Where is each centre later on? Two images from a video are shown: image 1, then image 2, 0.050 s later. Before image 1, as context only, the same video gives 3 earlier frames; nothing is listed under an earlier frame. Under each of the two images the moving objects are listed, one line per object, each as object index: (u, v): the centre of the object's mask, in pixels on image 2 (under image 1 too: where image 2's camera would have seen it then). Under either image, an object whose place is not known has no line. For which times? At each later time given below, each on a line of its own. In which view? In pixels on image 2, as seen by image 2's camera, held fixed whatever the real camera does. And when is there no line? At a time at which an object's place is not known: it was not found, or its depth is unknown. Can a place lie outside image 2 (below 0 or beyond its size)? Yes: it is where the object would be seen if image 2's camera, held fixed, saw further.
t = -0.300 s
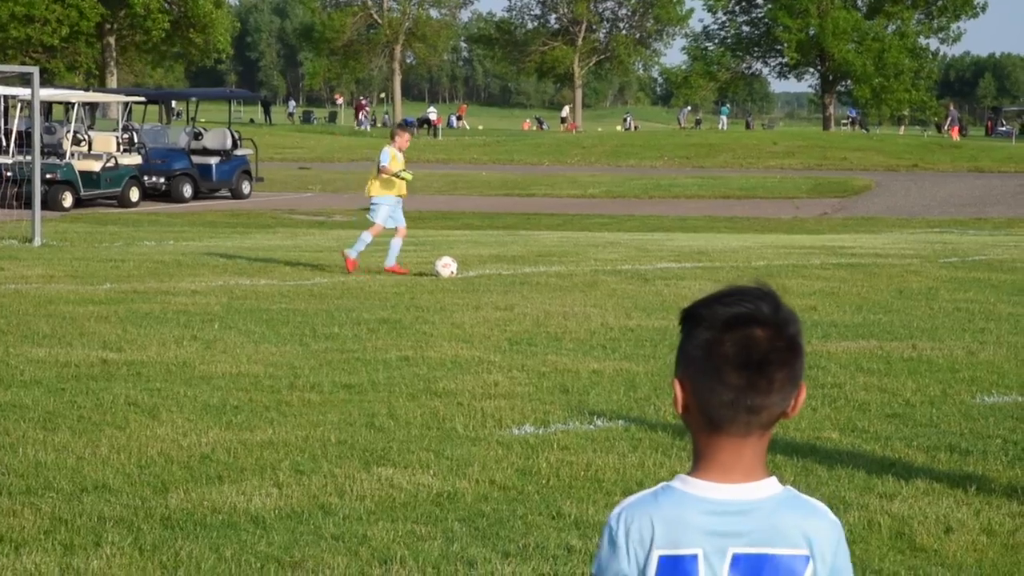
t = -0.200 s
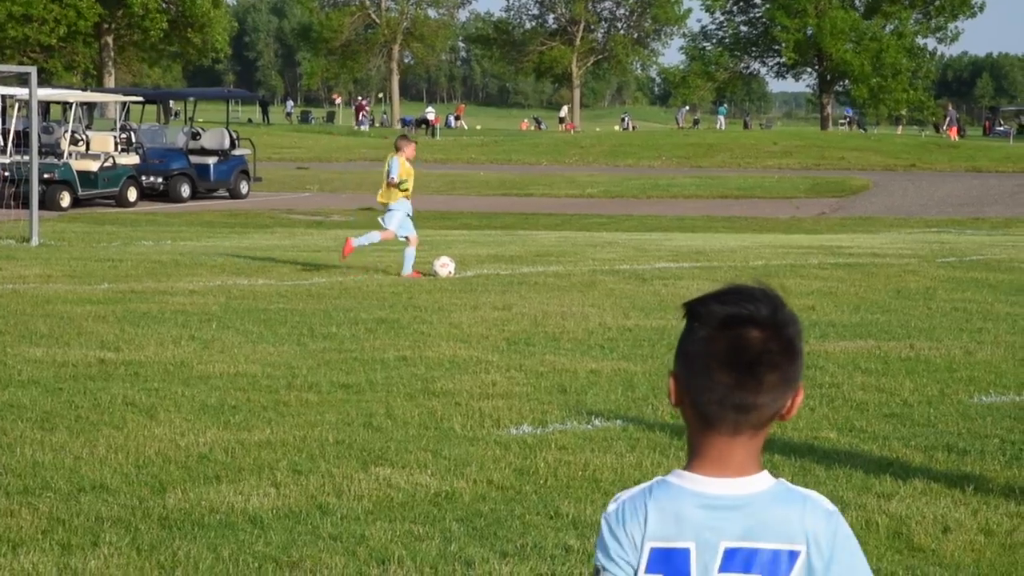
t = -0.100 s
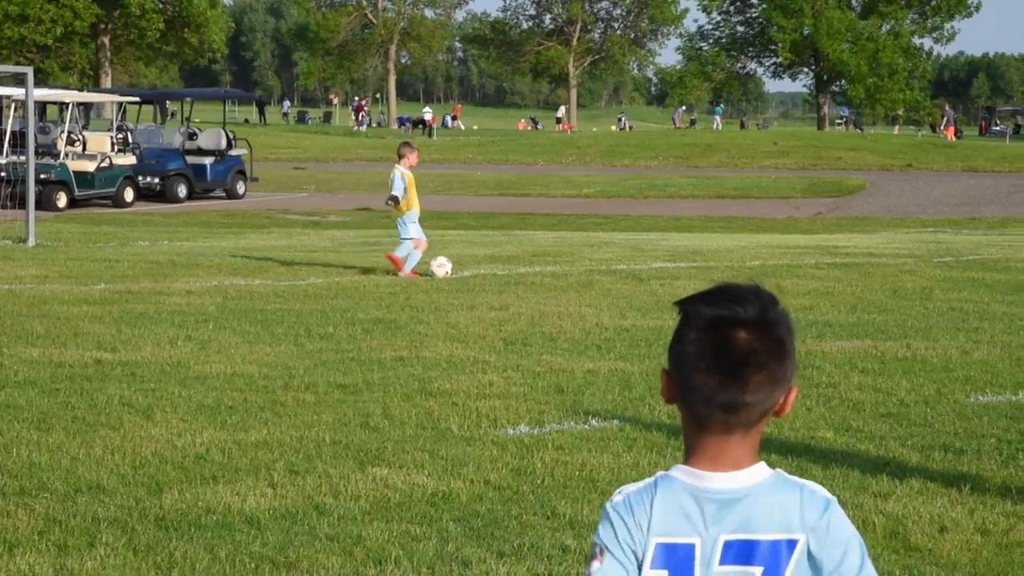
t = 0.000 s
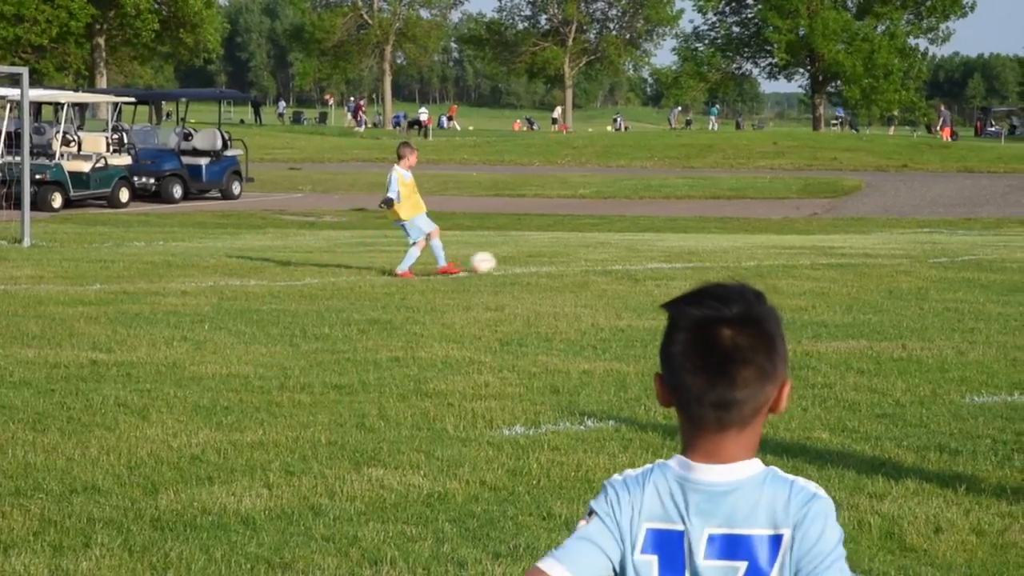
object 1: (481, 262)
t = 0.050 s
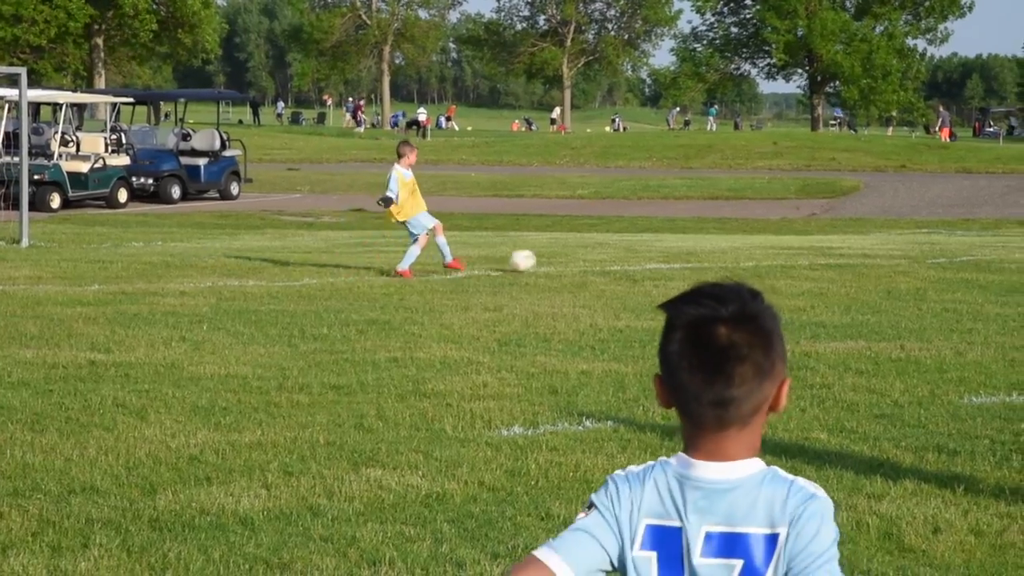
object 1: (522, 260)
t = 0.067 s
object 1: (536, 260)
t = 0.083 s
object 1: (550, 259)
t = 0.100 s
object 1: (563, 259)
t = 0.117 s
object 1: (576, 259)
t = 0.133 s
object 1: (589, 260)
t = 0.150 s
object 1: (602, 260)
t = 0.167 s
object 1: (614, 260)
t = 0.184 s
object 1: (625, 259)
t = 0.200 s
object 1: (635, 258)
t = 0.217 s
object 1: (646, 258)
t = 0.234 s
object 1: (657, 257)
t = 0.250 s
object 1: (665, 257)
